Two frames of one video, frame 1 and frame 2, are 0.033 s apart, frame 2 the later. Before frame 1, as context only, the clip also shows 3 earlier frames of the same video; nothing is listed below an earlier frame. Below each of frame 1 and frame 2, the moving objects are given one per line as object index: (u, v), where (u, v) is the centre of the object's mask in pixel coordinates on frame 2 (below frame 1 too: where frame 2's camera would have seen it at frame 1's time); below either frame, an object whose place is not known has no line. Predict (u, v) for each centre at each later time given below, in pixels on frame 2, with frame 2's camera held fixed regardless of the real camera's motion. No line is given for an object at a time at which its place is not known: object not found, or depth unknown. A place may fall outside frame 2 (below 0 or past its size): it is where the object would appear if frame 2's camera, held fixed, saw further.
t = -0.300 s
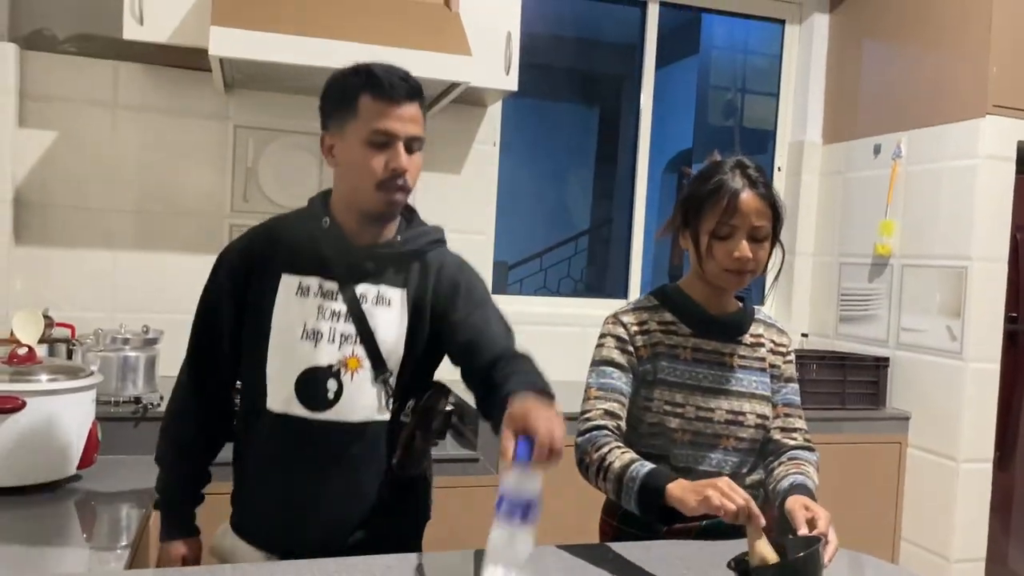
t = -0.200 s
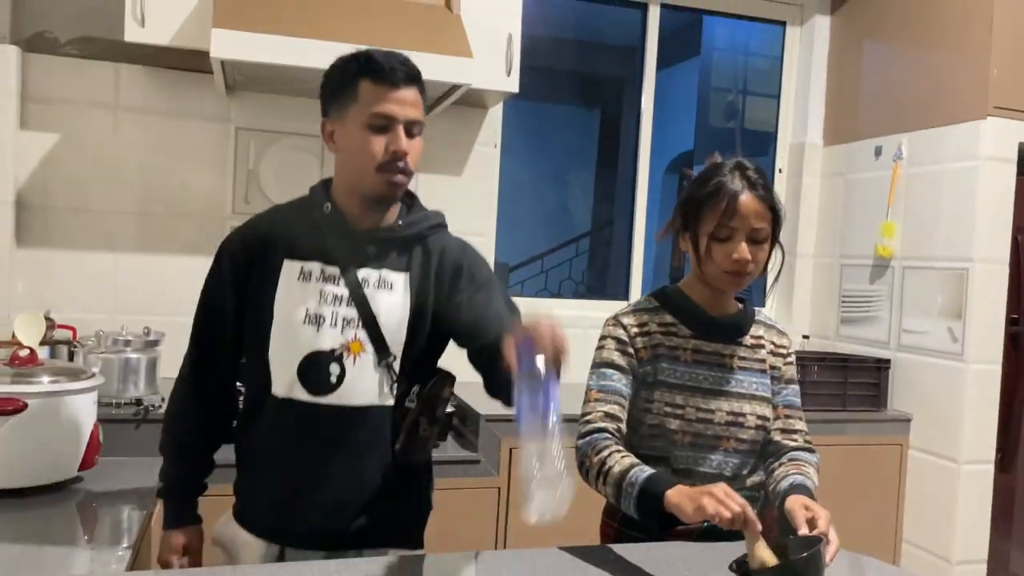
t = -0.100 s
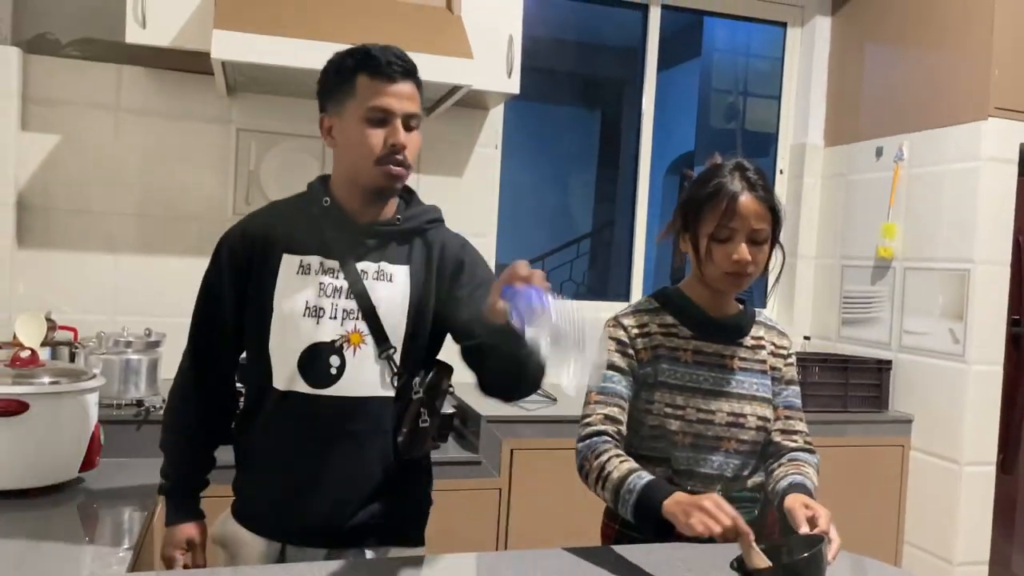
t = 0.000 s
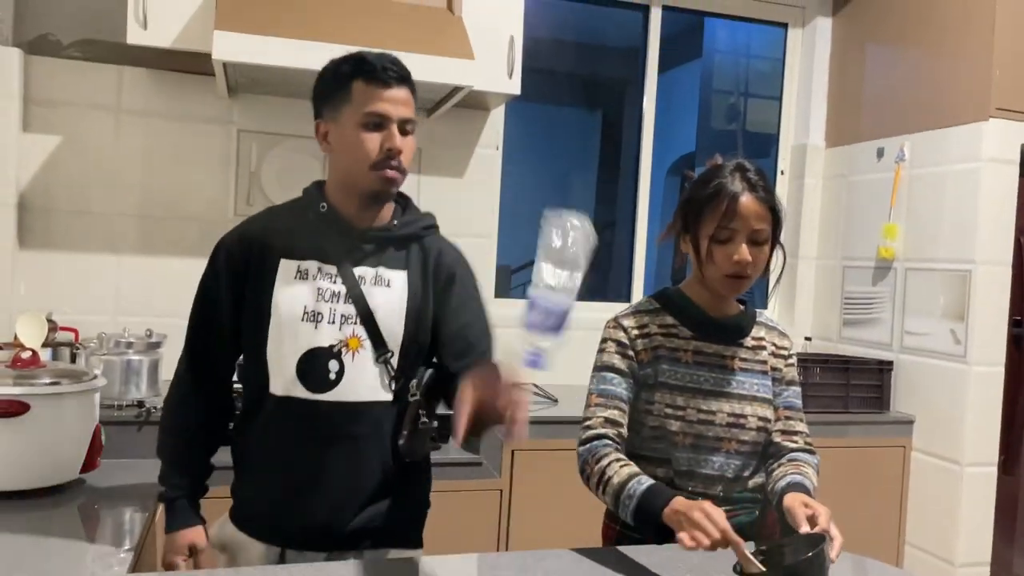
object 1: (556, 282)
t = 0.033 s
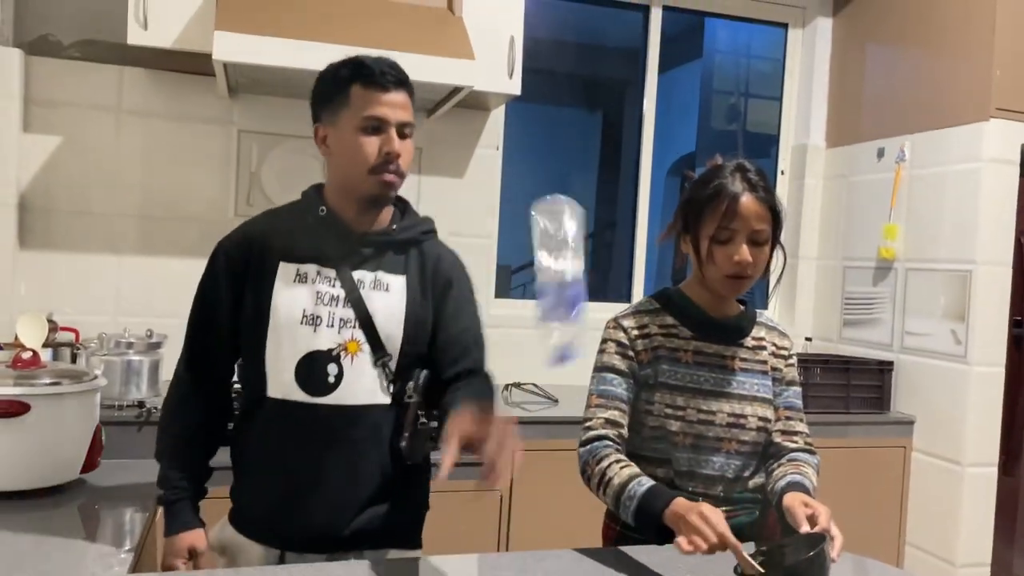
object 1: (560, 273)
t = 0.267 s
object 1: (521, 364)
